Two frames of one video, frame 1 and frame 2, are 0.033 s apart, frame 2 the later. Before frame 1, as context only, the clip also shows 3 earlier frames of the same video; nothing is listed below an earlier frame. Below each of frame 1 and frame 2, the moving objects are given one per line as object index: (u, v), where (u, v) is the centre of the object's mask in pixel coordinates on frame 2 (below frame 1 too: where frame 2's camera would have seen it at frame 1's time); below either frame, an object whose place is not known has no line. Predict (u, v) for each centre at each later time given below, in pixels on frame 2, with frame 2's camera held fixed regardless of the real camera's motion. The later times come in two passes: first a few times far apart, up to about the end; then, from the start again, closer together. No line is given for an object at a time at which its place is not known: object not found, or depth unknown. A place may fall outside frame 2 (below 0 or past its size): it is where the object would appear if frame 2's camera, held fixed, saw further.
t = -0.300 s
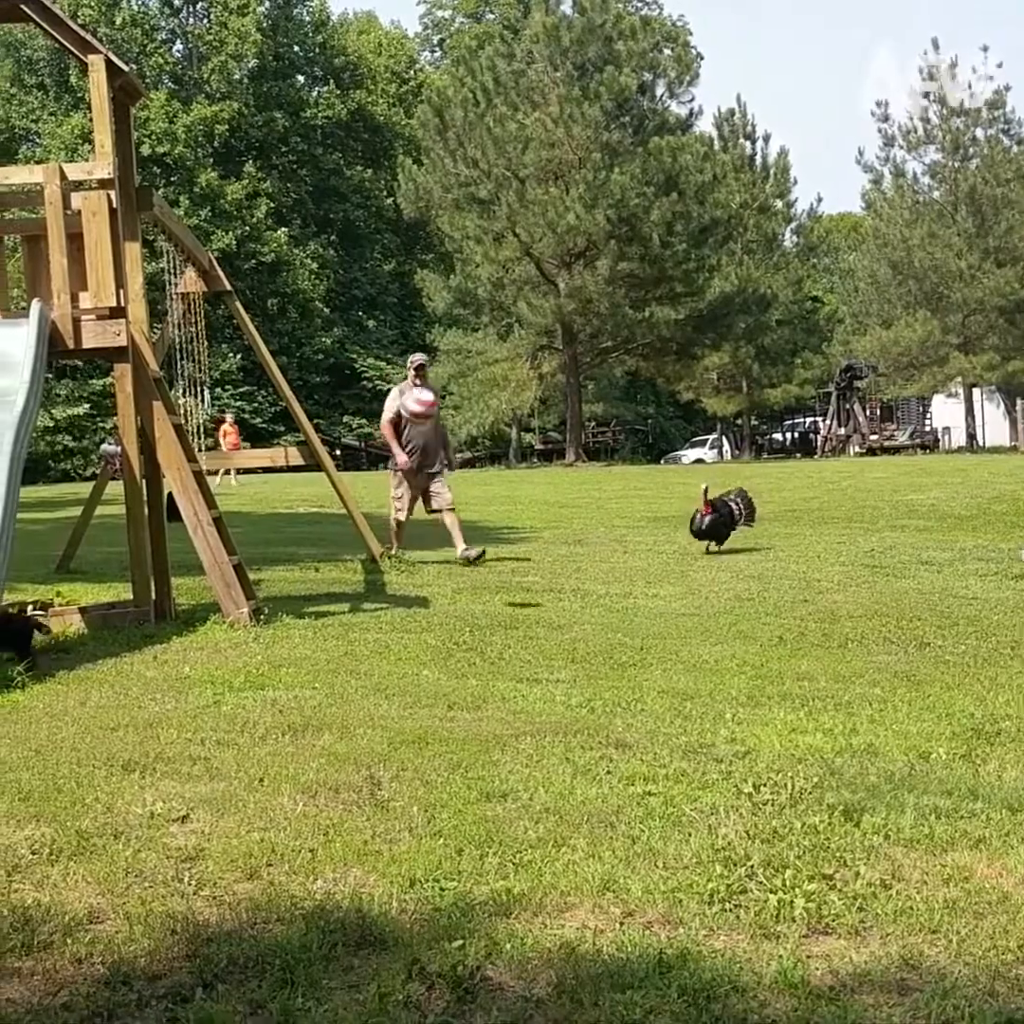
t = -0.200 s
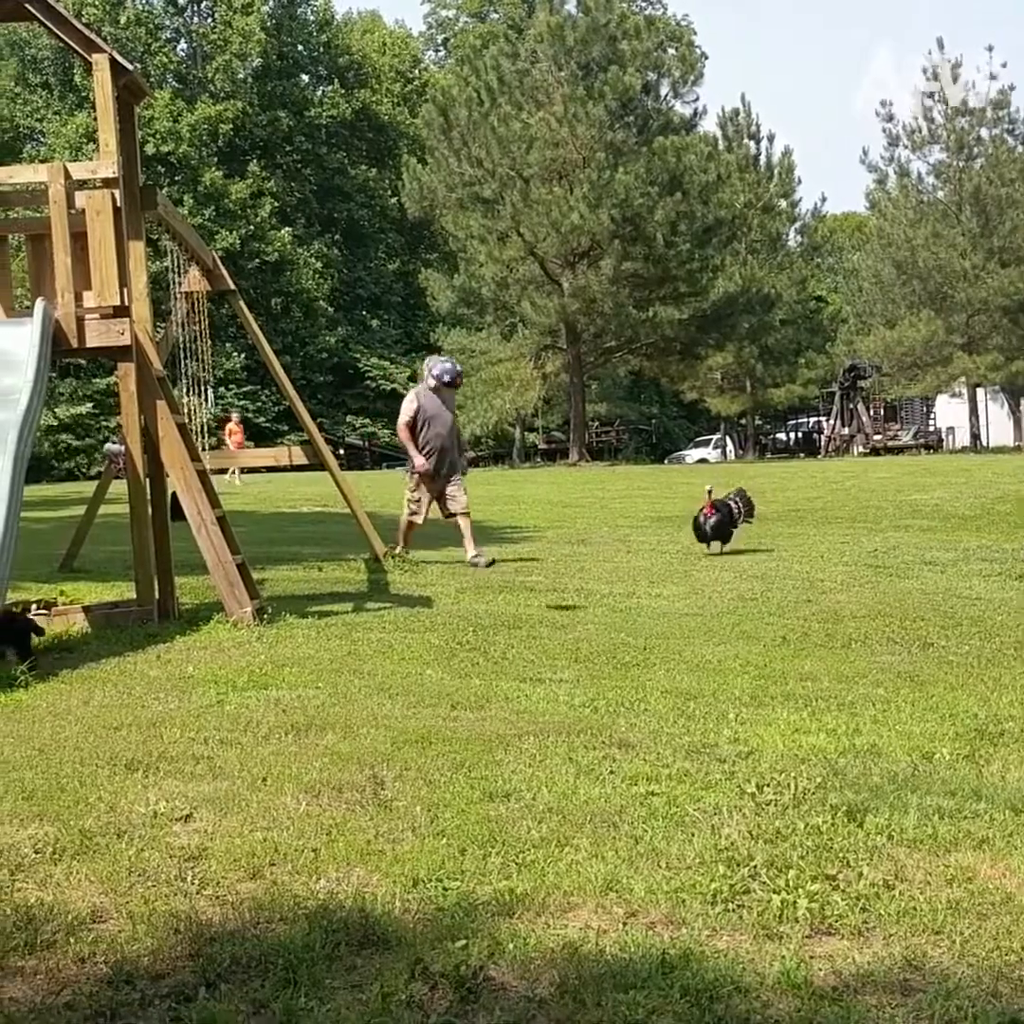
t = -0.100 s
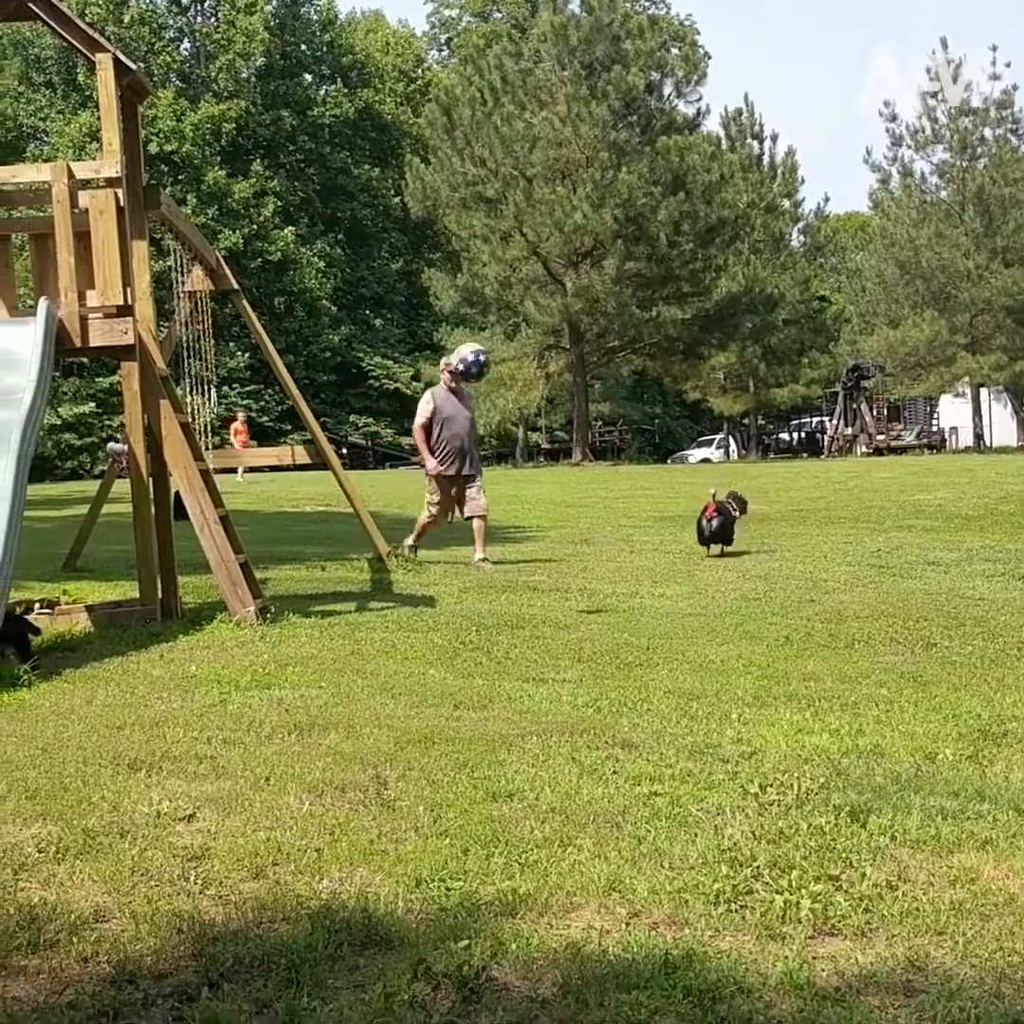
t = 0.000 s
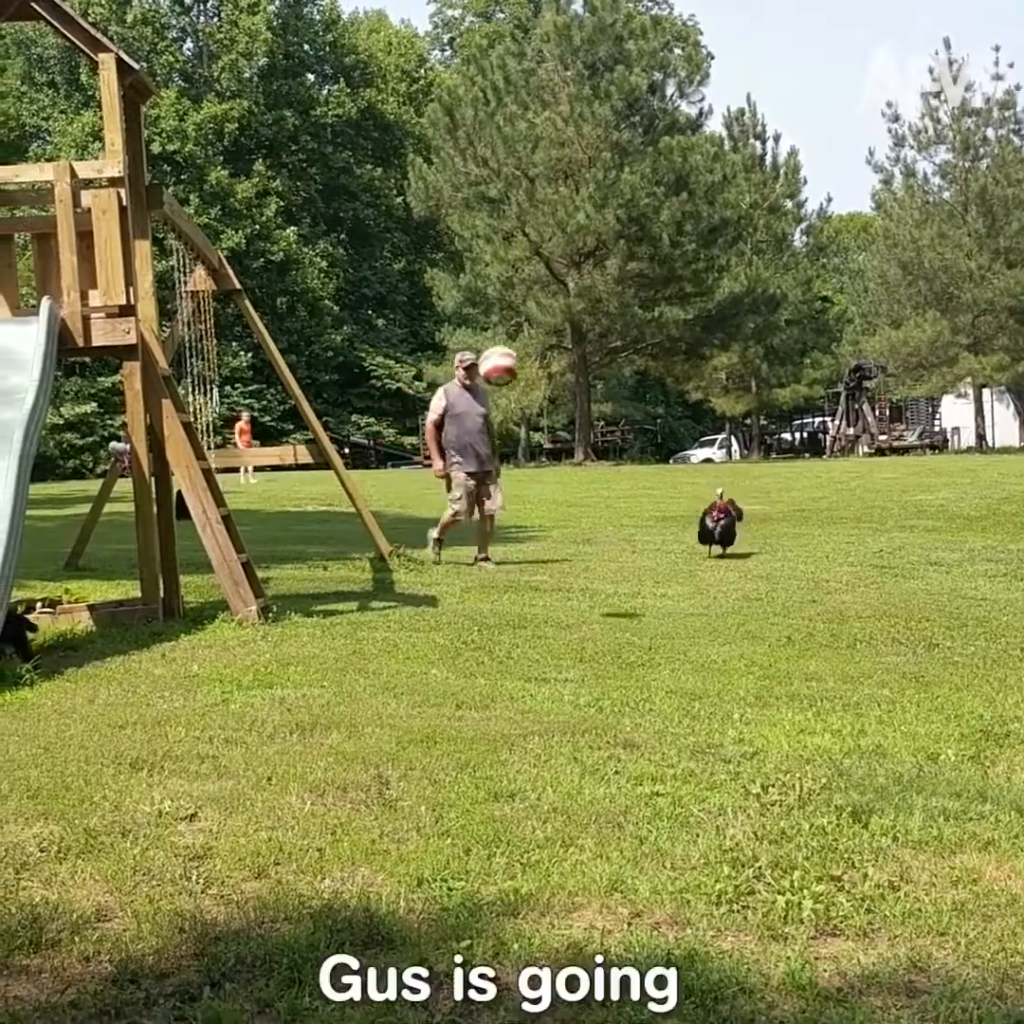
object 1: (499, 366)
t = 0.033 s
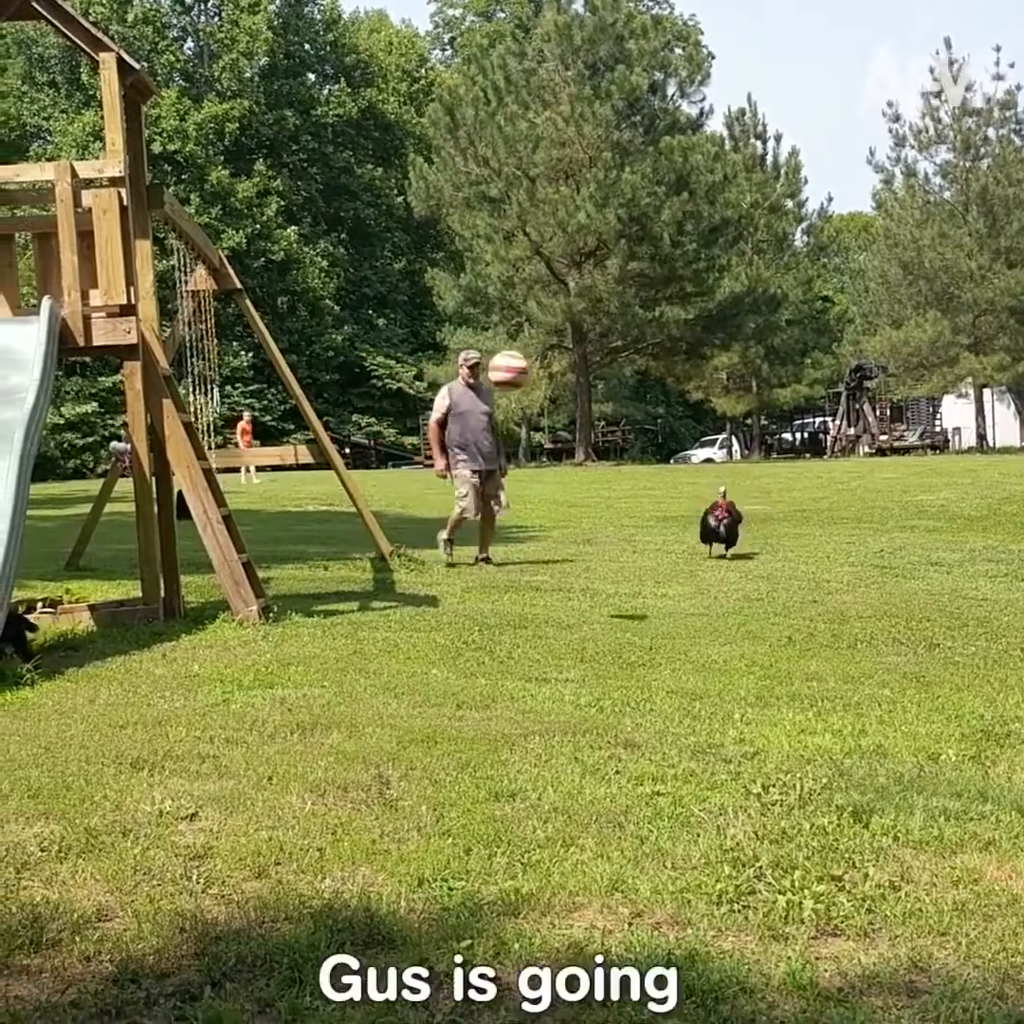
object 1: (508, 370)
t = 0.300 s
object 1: (589, 487)
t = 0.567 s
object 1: (676, 595)
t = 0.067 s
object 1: (516, 378)
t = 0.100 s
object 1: (526, 388)
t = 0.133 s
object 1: (537, 399)
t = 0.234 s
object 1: (567, 445)
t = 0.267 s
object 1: (579, 465)
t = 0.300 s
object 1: (589, 487)
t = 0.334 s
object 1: (600, 511)
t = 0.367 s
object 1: (611, 539)
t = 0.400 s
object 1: (623, 568)
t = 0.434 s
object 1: (635, 601)
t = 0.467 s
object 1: (648, 633)
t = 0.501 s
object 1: (657, 635)
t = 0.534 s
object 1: (666, 615)
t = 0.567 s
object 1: (676, 595)
